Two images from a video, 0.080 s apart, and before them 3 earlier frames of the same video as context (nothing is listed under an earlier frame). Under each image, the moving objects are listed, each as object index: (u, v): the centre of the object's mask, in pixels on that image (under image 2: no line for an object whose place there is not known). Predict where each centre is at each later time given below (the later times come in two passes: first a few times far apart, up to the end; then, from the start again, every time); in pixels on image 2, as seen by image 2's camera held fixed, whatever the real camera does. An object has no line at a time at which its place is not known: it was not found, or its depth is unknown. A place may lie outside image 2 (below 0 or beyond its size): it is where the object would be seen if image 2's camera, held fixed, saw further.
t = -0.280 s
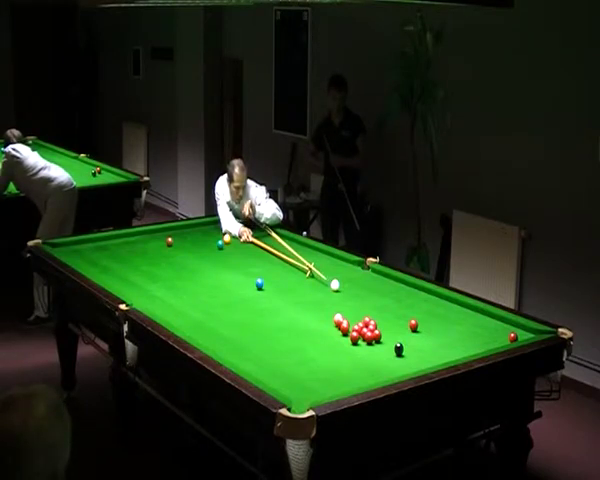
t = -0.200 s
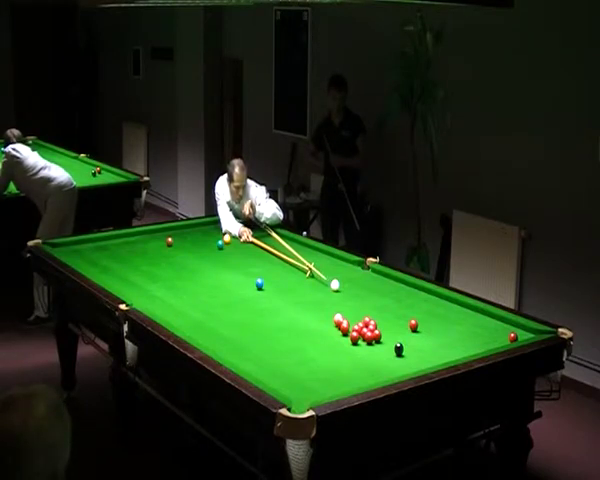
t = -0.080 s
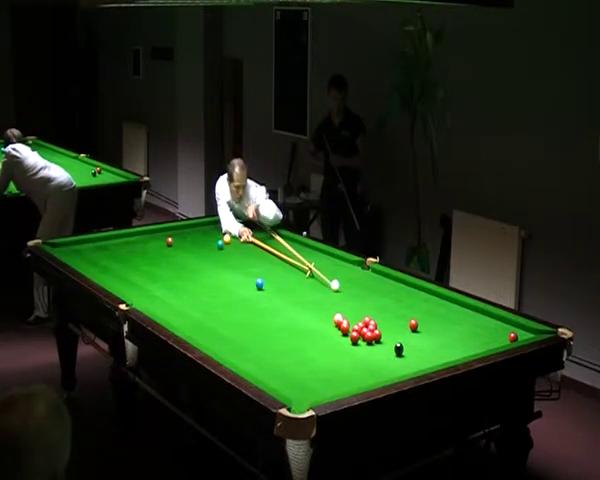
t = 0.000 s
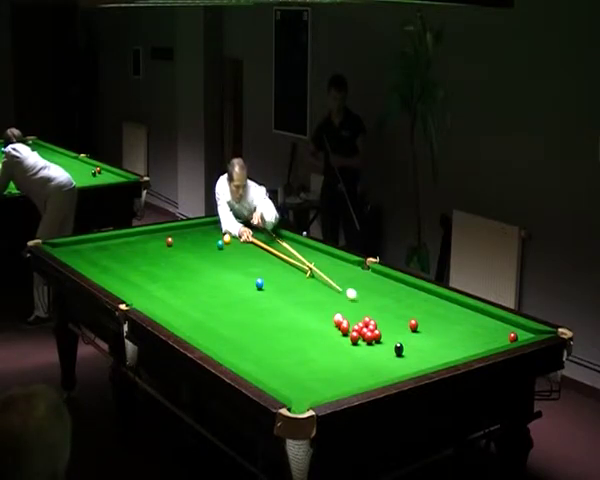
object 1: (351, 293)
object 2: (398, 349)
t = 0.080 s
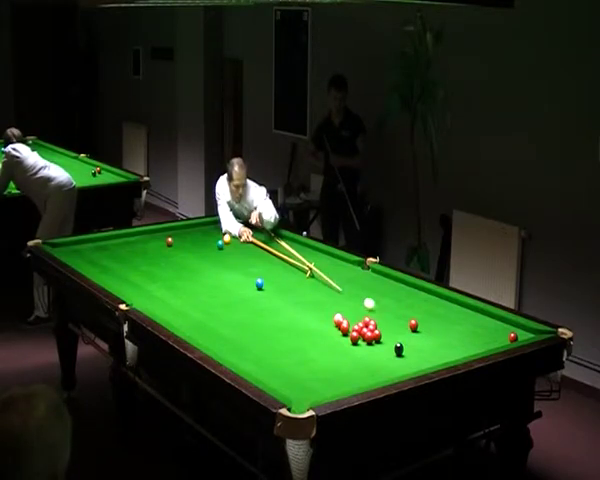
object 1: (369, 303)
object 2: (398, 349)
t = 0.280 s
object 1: (404, 327)
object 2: (398, 349)
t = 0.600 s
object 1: (409, 348)
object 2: (390, 358)
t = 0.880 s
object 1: (424, 358)
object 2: (374, 374)
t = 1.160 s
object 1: (427, 362)
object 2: (352, 384)
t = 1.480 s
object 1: (405, 362)
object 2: (315, 391)
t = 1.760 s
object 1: (386, 360)
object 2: (285, 391)
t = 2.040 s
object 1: (369, 359)
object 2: (295, 387)
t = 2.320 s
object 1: (354, 358)
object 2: (304, 380)
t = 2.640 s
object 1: (338, 356)
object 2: (313, 374)
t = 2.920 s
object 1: (326, 355)
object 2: (319, 368)
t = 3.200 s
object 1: (317, 354)
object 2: (325, 364)
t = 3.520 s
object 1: (307, 353)
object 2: (332, 359)
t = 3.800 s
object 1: (300, 352)
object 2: (336, 356)
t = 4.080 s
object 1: (294, 352)
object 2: (340, 353)
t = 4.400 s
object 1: (290, 351)
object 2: (344, 350)
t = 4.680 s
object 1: (288, 351)
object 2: (347, 348)
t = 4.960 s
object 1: (287, 351)
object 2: (348, 348)
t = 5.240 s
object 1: (287, 351)
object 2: (350, 347)
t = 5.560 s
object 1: (287, 350)
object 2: (351, 346)
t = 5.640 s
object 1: (287, 350)
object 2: (351, 346)
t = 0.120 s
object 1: (378, 308)
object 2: (398, 349)
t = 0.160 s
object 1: (387, 313)
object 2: (398, 349)
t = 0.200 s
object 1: (395, 318)
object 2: (398, 349)
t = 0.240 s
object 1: (403, 323)
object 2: (398, 349)
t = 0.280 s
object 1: (404, 327)
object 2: (398, 349)
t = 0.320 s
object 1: (403, 330)
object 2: (399, 349)
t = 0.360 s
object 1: (403, 334)
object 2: (398, 349)
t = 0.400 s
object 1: (402, 337)
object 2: (398, 349)
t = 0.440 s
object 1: (402, 340)
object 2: (398, 349)
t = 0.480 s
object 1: (403, 343)
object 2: (398, 350)
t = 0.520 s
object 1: (405, 346)
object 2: (395, 352)
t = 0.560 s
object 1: (407, 347)
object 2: (392, 355)
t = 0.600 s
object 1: (409, 348)
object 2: (390, 358)
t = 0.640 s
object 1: (411, 349)
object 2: (387, 360)
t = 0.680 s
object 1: (414, 350)
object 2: (385, 363)
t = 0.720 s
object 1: (416, 352)
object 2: (383, 365)
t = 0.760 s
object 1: (418, 353)
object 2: (381, 367)
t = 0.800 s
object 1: (420, 355)
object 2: (379, 370)
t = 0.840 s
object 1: (422, 356)
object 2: (376, 372)
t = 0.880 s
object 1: (424, 358)
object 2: (374, 374)
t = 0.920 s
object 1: (426, 359)
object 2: (371, 376)
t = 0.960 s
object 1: (428, 360)
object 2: (369, 378)
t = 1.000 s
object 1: (430, 360)
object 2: (367, 380)
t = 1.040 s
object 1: (432, 361)
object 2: (364, 381)
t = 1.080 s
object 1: (434, 362)
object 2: (362, 383)
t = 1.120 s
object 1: (431, 362)
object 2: (357, 384)
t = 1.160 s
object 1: (427, 362)
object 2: (352, 384)
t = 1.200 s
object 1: (424, 362)
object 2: (347, 385)
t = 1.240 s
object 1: (422, 362)
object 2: (343, 387)
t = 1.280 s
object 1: (419, 362)
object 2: (338, 387)
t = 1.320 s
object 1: (416, 362)
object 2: (334, 388)
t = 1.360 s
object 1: (413, 363)
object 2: (329, 389)
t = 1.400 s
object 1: (410, 362)
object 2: (324, 390)
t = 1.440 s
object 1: (408, 362)
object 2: (320, 391)
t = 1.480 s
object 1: (405, 362)
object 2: (315, 391)
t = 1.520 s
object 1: (402, 361)
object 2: (311, 392)
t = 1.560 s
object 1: (399, 361)
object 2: (306, 392)
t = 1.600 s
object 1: (397, 361)
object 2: (301, 393)
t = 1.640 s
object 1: (394, 361)
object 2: (297, 394)
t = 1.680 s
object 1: (391, 360)
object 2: (293, 394)
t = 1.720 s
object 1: (389, 360)
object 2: (289, 392)
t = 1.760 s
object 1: (386, 360)
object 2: (285, 391)
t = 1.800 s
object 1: (384, 360)
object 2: (286, 391)
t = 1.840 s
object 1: (381, 360)
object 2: (288, 390)
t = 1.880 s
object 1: (379, 360)
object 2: (289, 390)
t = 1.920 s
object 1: (376, 360)
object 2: (291, 390)
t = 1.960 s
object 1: (374, 359)
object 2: (292, 389)
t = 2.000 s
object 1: (372, 359)
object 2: (293, 388)
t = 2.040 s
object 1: (369, 359)
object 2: (295, 387)
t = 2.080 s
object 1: (367, 358)
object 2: (296, 386)
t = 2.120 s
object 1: (365, 359)
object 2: (297, 385)
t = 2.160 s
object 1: (363, 358)
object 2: (299, 384)
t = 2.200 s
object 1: (360, 358)
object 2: (300, 383)
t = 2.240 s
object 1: (358, 358)
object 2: (301, 382)
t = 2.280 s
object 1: (356, 358)
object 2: (302, 381)
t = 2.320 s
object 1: (354, 358)
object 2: (304, 380)
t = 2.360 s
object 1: (352, 358)
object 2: (305, 379)
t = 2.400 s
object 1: (350, 357)
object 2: (306, 379)
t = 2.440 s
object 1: (348, 357)
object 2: (307, 378)
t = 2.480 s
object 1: (346, 357)
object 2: (308, 377)
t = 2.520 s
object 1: (344, 356)
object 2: (309, 376)
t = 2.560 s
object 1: (342, 356)
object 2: (311, 375)
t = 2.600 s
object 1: (340, 356)
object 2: (311, 374)
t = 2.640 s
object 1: (338, 356)
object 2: (313, 374)
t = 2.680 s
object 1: (337, 356)
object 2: (314, 372)
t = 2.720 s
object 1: (335, 356)
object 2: (315, 372)
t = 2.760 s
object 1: (333, 355)
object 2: (316, 371)
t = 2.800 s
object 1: (331, 355)
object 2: (317, 370)
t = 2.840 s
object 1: (330, 355)
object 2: (318, 369)
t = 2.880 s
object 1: (328, 355)
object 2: (318, 369)
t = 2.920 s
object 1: (326, 355)
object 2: (319, 368)
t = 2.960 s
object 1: (325, 354)
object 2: (320, 367)
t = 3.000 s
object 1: (324, 353)
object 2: (321, 367)
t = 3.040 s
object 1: (322, 353)
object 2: (322, 366)
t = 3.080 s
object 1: (320, 354)
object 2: (323, 366)
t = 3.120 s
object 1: (319, 354)
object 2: (324, 365)
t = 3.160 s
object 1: (318, 354)
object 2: (325, 364)
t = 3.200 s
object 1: (317, 354)
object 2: (325, 364)
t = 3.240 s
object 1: (315, 354)
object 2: (326, 363)
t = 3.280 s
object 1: (314, 354)
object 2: (327, 362)
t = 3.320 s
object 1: (312, 354)
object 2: (328, 362)
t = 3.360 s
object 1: (311, 353)
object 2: (329, 361)
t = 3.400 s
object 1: (310, 353)
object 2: (329, 361)
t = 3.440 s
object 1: (309, 353)
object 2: (330, 360)
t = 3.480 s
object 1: (308, 353)
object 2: (331, 360)
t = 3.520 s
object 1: (307, 353)
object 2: (332, 359)
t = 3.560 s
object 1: (306, 353)
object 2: (332, 359)
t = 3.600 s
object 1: (304, 353)
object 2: (333, 358)
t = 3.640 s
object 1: (303, 353)
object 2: (334, 358)
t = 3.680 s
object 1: (303, 353)
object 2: (334, 357)
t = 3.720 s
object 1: (301, 353)
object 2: (335, 357)
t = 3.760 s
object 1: (301, 353)
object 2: (336, 356)
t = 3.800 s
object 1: (300, 352)
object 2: (336, 356)
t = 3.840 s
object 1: (299, 352)
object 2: (337, 355)
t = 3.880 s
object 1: (298, 352)
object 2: (338, 355)
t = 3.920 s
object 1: (297, 352)
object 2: (338, 354)
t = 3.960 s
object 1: (296, 352)
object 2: (339, 354)
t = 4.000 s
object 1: (296, 352)
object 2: (339, 353)
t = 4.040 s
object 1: (295, 352)
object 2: (340, 353)
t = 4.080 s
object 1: (294, 352)
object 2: (340, 353)
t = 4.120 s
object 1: (293, 352)
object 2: (341, 353)
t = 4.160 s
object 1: (293, 351)
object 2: (341, 352)
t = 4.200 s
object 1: (292, 351)
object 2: (342, 352)
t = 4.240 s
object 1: (292, 351)
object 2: (342, 351)
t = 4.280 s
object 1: (291, 351)
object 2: (342, 351)
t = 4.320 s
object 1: (291, 351)
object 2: (343, 351)
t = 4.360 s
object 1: (290, 351)
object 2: (344, 350)
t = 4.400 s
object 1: (290, 351)
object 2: (344, 350)
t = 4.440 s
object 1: (289, 351)
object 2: (344, 350)
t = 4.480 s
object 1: (289, 351)
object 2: (345, 350)
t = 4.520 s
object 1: (289, 351)
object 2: (345, 350)
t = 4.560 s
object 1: (288, 351)
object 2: (345, 349)
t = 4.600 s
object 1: (288, 351)
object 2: (346, 349)
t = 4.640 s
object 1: (288, 351)
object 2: (346, 349)
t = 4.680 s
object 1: (288, 351)
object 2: (347, 348)
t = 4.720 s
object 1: (287, 351)
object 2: (347, 348)
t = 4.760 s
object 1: (287, 351)
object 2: (347, 348)
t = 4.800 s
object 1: (287, 351)
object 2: (348, 348)
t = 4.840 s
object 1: (287, 351)
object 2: (348, 348)
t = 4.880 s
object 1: (287, 351)
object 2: (348, 348)
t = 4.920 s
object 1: (287, 351)
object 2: (348, 348)
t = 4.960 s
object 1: (287, 351)
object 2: (348, 348)
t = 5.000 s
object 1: (287, 350)
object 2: (349, 347)
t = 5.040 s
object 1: (287, 350)
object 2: (349, 347)
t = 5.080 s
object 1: (287, 350)
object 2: (349, 347)
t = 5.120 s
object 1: (287, 350)
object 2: (349, 347)
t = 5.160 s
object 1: (287, 350)
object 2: (349, 347)
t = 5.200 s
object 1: (287, 350)
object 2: (349, 347)
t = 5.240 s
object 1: (287, 351)
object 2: (350, 347)
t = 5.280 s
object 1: (287, 351)
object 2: (350, 346)
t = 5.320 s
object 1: (287, 351)
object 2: (350, 346)
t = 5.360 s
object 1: (287, 351)
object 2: (350, 346)
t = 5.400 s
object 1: (287, 351)
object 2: (351, 346)
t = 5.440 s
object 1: (287, 350)
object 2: (350, 346)
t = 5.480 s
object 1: (287, 351)
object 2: (351, 346)
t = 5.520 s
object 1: (287, 350)
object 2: (351, 346)
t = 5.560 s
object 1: (287, 350)
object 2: (351, 346)
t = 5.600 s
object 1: (287, 350)
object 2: (351, 346)
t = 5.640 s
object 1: (287, 350)
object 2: (351, 346)
